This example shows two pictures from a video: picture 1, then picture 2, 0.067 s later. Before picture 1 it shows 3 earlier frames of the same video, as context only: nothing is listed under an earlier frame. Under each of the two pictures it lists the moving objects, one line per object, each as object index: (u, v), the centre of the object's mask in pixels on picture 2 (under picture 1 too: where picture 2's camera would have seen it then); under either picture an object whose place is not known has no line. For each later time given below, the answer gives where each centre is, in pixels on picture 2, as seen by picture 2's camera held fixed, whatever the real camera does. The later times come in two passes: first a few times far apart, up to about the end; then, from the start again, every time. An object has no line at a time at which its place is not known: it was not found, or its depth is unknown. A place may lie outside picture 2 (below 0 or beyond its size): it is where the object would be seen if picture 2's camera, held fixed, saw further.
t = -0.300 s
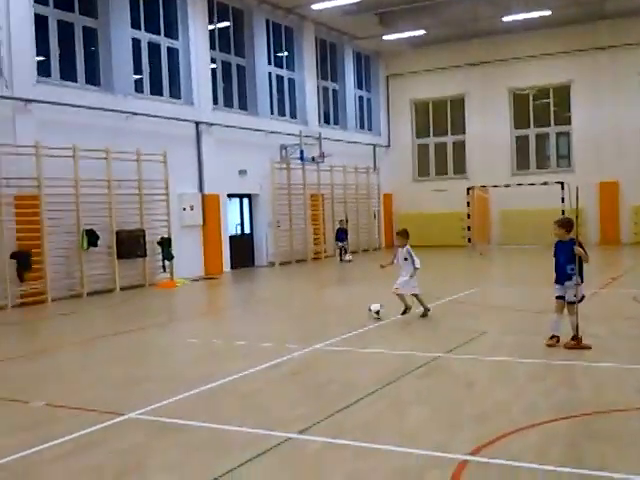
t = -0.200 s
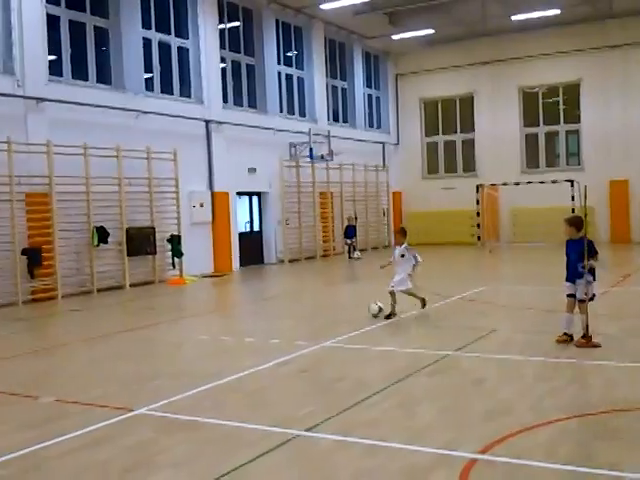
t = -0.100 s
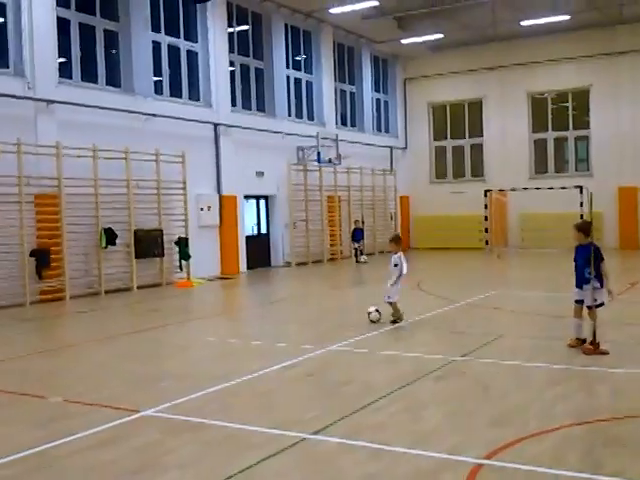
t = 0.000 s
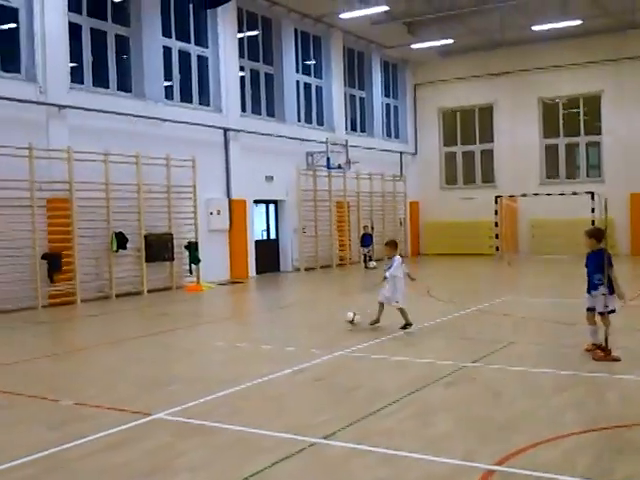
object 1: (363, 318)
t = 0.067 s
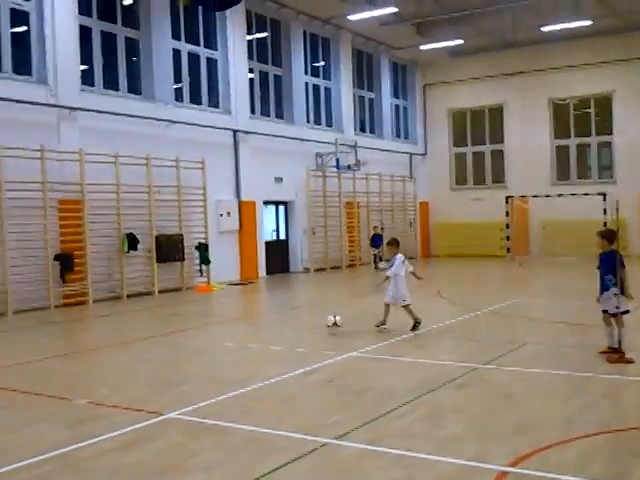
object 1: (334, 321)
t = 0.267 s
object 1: (251, 328)
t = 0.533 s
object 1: (158, 337)
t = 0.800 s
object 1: (70, 347)
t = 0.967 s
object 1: (14, 353)
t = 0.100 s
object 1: (318, 323)
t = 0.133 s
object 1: (302, 328)
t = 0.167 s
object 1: (289, 328)
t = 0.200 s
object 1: (277, 326)
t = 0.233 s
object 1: (264, 328)
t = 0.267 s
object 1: (251, 328)
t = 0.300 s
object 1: (238, 332)
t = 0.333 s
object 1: (225, 335)
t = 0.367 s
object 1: (214, 333)
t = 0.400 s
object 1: (202, 334)
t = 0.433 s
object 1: (191, 337)
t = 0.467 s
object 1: (179, 339)
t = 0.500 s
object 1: (170, 337)
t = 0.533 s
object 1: (158, 337)
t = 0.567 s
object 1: (147, 339)
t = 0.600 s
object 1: (135, 343)
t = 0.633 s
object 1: (126, 342)
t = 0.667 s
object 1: (115, 341)
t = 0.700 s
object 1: (104, 342)
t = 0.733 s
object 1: (92, 346)
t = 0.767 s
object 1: (82, 346)
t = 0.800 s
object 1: (70, 347)
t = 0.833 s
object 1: (59, 347)
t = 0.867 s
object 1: (48, 348)
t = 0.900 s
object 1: (37, 350)
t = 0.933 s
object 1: (26, 351)
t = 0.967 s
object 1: (14, 353)
